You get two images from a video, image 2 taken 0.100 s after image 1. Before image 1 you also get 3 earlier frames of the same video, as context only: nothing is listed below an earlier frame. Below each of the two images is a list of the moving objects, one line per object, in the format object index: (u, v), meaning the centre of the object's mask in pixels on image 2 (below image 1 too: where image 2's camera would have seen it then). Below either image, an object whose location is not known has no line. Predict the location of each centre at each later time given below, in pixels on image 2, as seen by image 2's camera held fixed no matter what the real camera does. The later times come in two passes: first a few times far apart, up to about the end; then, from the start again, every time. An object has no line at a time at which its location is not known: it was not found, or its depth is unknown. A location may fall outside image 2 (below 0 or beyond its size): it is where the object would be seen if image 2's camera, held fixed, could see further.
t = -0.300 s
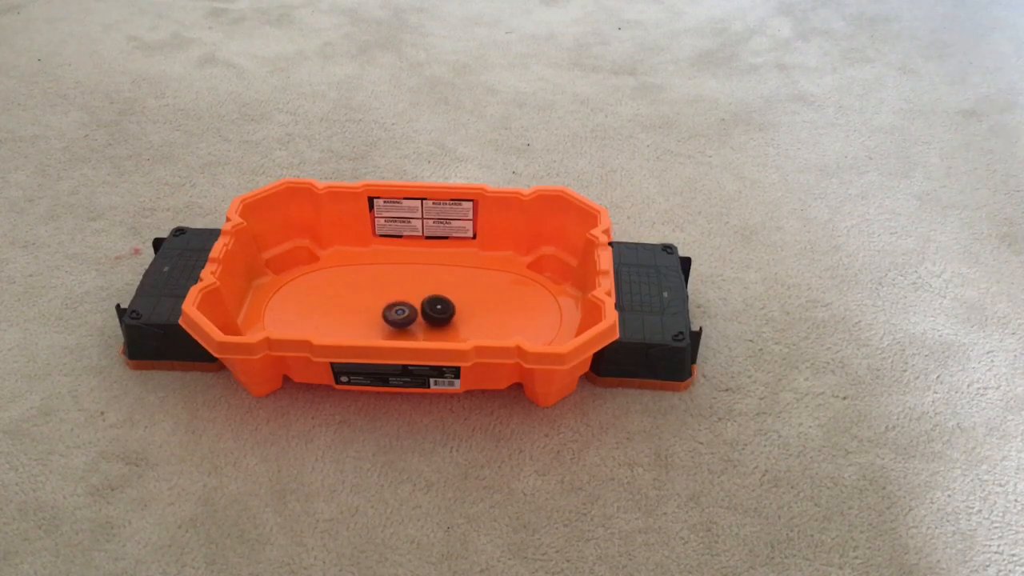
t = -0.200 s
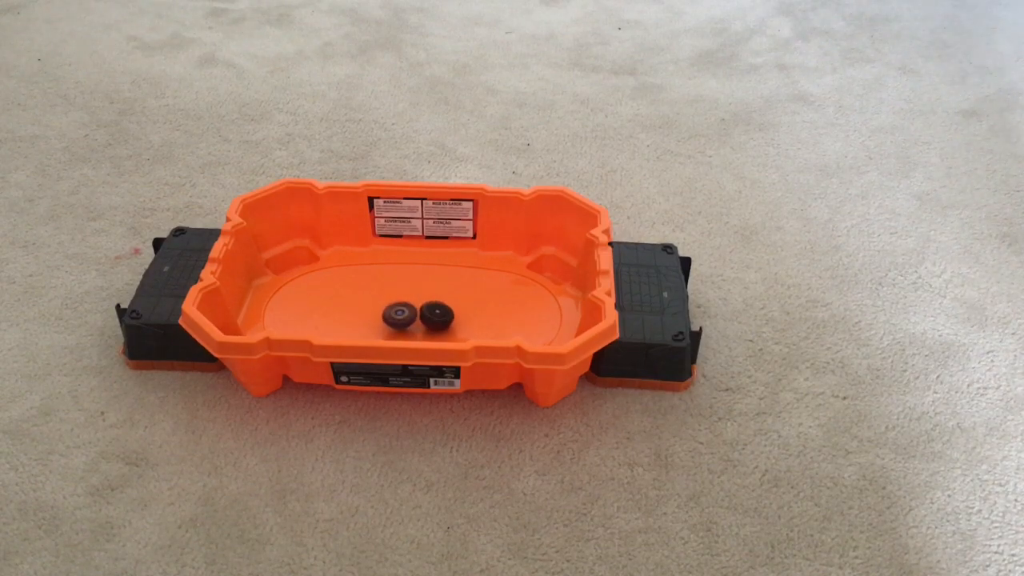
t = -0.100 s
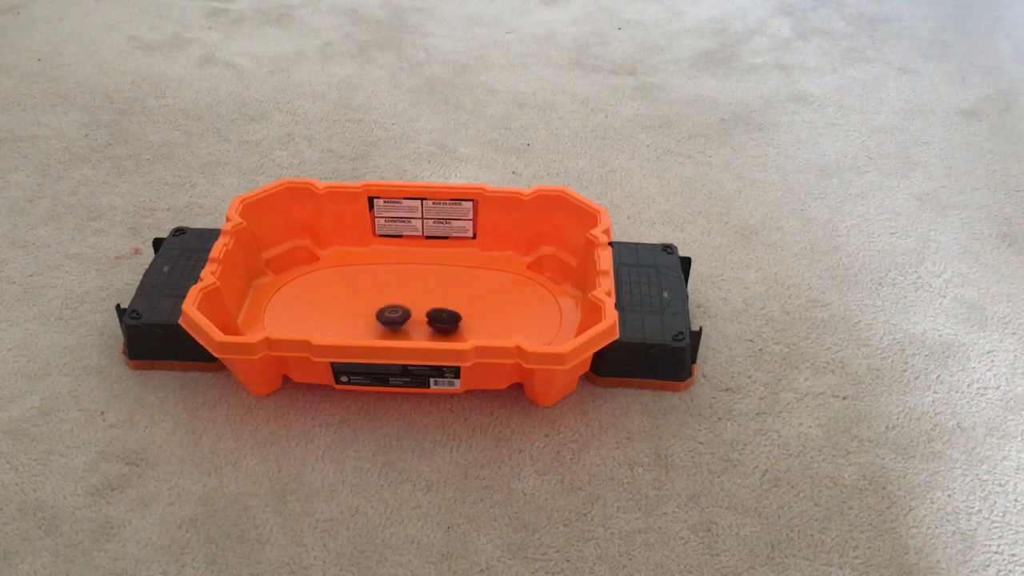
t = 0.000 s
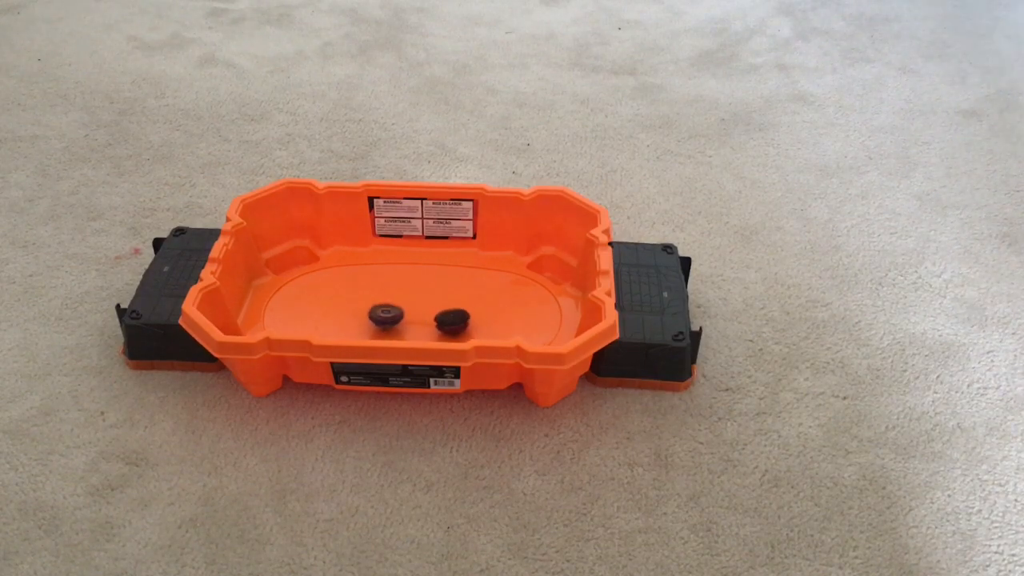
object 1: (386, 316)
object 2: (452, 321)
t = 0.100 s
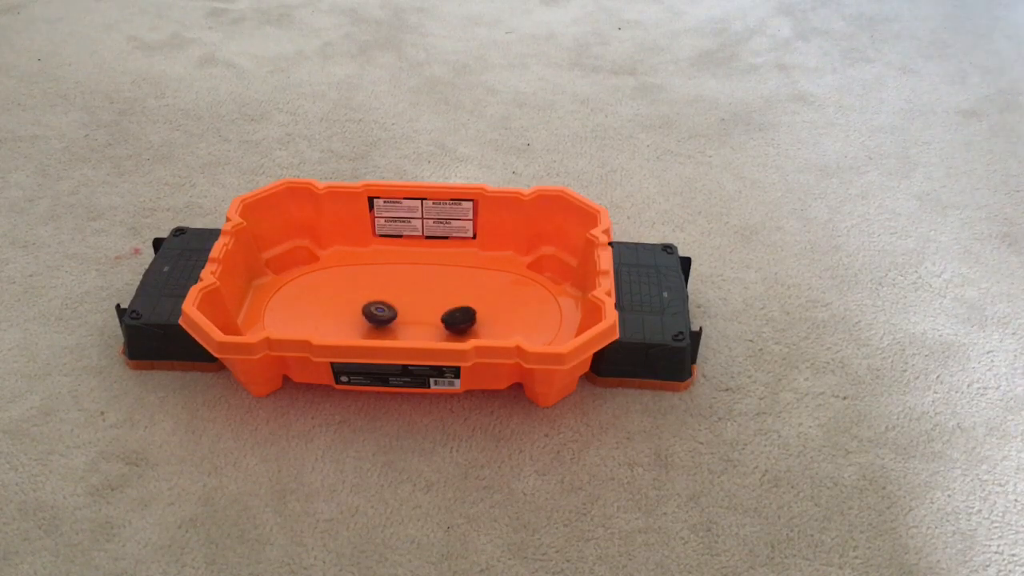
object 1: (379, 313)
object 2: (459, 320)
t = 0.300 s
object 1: (371, 307)
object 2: (461, 313)
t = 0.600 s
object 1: (384, 312)
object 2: (439, 316)
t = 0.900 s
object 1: (393, 322)
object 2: (428, 330)
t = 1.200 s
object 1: (394, 331)
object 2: (438, 333)
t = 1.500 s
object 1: (395, 328)
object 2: (438, 323)
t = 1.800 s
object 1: (388, 316)
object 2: (424, 313)
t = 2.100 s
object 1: (383, 309)
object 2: (431, 309)
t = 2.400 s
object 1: (394, 316)
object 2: (430, 312)
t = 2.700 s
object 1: (385, 325)
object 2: (433, 311)
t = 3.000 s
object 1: (386, 326)
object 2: (430, 313)
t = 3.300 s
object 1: (398, 324)
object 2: (433, 314)
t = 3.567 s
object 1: (404, 328)
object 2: (432, 311)
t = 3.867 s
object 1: (401, 330)
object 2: (428, 309)
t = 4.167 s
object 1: (402, 326)
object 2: (422, 301)
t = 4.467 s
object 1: (401, 328)
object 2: (411, 308)
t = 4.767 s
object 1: (431, 329)
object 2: (411, 308)
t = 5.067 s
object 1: (436, 318)
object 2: (407, 314)
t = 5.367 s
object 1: (435, 314)
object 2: (403, 319)
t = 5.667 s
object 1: (434, 314)
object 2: (404, 318)
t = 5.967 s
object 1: (434, 314)
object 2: (405, 318)
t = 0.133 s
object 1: (377, 312)
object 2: (461, 319)
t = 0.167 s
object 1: (375, 310)
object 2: (462, 317)
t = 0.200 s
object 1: (373, 309)
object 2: (463, 316)
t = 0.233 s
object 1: (372, 308)
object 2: (463, 315)
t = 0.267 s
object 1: (371, 307)
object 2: (462, 314)
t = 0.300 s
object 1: (371, 307)
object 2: (461, 313)
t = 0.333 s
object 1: (370, 306)
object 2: (460, 312)
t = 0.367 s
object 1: (371, 306)
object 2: (458, 311)
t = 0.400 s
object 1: (372, 306)
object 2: (456, 311)
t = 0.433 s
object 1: (372, 306)
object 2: (454, 311)
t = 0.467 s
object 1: (374, 310)
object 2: (451, 312)
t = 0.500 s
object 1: (376, 310)
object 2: (448, 312)
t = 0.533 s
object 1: (377, 311)
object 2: (445, 313)
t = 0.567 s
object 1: (380, 311)
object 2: (442, 314)
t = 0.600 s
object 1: (384, 312)
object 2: (439, 316)
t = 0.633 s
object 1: (385, 313)
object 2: (437, 317)
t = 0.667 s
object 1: (387, 314)
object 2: (434, 318)
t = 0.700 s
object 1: (388, 314)
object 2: (432, 320)
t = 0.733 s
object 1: (389, 315)
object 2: (430, 322)
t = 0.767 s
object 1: (391, 315)
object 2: (429, 324)
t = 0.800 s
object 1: (392, 316)
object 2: (427, 326)
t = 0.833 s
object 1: (393, 318)
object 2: (427, 327)
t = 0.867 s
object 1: (393, 320)
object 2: (427, 329)
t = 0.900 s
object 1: (393, 322)
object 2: (428, 330)
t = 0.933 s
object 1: (393, 324)
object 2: (428, 331)
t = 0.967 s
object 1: (393, 325)
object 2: (429, 332)
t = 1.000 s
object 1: (392, 327)
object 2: (430, 333)
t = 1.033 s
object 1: (392, 328)
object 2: (431, 333)
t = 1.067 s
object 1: (393, 328)
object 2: (432, 333)
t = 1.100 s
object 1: (392, 330)
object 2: (434, 333)
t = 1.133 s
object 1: (393, 330)
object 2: (435, 334)
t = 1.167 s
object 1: (394, 331)
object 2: (437, 333)
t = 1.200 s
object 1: (394, 331)
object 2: (438, 333)
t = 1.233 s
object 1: (395, 331)
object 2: (439, 332)
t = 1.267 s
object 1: (396, 331)
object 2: (439, 331)
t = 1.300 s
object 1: (398, 331)
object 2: (439, 330)
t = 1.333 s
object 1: (399, 330)
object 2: (438, 329)
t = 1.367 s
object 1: (400, 330)
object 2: (438, 328)
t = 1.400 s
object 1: (399, 329)
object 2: (439, 327)
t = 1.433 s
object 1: (397, 329)
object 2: (440, 326)
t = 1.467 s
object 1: (395, 329)
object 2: (440, 324)
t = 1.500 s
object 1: (395, 328)
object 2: (438, 323)
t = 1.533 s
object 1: (394, 327)
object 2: (437, 321)
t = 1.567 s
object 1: (393, 325)
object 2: (435, 319)
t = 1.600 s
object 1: (394, 324)
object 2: (433, 318)
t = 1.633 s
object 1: (394, 324)
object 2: (431, 317)
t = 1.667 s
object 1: (391, 323)
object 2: (431, 315)
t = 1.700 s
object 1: (390, 322)
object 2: (429, 314)
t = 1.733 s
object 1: (389, 318)
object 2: (427, 313)
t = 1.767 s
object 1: (389, 317)
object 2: (424, 313)
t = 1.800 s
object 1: (388, 316)
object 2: (424, 313)
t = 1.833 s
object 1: (384, 316)
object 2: (428, 311)
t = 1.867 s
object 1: (381, 315)
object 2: (430, 310)
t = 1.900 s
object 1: (380, 312)
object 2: (430, 310)
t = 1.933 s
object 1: (380, 311)
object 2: (429, 310)
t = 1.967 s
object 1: (380, 310)
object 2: (430, 310)
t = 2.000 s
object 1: (381, 309)
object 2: (431, 310)
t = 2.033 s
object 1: (381, 308)
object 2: (432, 309)
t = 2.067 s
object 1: (383, 311)
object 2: (432, 309)
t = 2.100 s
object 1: (383, 309)
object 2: (431, 309)
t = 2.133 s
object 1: (383, 311)
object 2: (431, 310)
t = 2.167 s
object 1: (385, 312)
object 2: (432, 310)
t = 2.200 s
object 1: (388, 313)
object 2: (432, 310)
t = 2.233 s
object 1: (389, 313)
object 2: (431, 311)
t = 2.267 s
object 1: (391, 313)
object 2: (431, 311)
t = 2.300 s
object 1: (392, 314)
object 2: (431, 311)
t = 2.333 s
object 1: (392, 313)
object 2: (431, 312)
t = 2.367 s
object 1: (393, 315)
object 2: (431, 312)
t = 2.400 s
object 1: (394, 316)
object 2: (430, 312)
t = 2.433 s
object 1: (394, 316)
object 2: (432, 312)
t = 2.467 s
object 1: (393, 317)
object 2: (432, 312)
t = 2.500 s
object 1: (392, 318)
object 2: (432, 313)
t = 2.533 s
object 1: (391, 320)
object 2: (432, 312)
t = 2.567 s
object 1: (389, 322)
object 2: (433, 312)
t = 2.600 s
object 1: (388, 323)
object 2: (433, 312)
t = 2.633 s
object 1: (386, 324)
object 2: (433, 311)
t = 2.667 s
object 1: (385, 325)
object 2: (433, 311)
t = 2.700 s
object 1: (385, 325)
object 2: (433, 311)
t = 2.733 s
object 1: (384, 326)
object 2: (433, 311)
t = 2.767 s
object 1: (383, 326)
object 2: (433, 311)
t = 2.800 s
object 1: (383, 326)
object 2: (433, 311)
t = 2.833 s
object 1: (383, 326)
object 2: (432, 311)
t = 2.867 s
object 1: (383, 327)
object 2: (432, 312)
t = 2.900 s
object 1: (382, 326)
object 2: (432, 312)
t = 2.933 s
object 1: (384, 326)
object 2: (431, 312)
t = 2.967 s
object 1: (385, 326)
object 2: (431, 312)
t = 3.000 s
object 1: (386, 326)
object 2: (430, 313)
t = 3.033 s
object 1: (387, 325)
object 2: (430, 313)
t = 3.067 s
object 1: (389, 325)
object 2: (430, 314)
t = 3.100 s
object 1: (392, 324)
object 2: (430, 314)
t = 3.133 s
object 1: (393, 324)
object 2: (430, 314)
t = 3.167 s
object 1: (393, 324)
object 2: (430, 314)
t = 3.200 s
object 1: (394, 324)
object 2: (430, 314)
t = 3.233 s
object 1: (395, 323)
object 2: (431, 314)
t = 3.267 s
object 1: (397, 322)
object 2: (432, 314)
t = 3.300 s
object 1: (398, 324)
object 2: (433, 314)
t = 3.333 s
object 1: (400, 324)
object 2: (433, 313)
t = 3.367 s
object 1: (401, 324)
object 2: (433, 313)
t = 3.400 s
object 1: (401, 325)
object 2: (433, 312)
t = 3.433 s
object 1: (402, 326)
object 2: (433, 312)
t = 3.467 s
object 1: (403, 326)
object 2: (433, 312)
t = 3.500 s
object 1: (403, 327)
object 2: (433, 311)
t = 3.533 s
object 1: (404, 327)
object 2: (433, 311)
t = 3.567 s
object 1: (404, 328)
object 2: (432, 311)
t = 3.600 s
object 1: (404, 328)
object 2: (431, 311)
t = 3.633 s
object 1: (406, 328)
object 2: (431, 311)
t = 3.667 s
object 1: (406, 328)
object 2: (431, 311)
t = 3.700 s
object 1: (407, 329)
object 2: (430, 311)
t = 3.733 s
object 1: (407, 328)
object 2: (430, 311)
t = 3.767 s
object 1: (406, 329)
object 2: (428, 311)
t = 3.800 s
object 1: (405, 329)
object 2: (428, 310)
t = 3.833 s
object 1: (403, 330)
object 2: (428, 309)
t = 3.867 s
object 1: (401, 330)
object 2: (428, 309)
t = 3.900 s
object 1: (400, 331)
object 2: (427, 308)
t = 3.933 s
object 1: (401, 331)
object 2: (428, 307)
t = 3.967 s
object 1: (402, 330)
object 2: (428, 306)
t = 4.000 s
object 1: (404, 328)
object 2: (427, 306)
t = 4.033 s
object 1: (404, 327)
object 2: (426, 305)
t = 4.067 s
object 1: (405, 326)
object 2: (425, 306)
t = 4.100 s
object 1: (404, 326)
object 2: (426, 303)
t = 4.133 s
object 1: (403, 326)
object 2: (424, 301)
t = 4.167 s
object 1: (402, 326)
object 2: (422, 301)
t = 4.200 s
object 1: (400, 326)
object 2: (419, 301)
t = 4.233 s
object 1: (399, 326)
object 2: (418, 301)
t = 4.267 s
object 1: (399, 326)
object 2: (417, 301)
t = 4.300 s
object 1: (399, 326)
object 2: (416, 301)
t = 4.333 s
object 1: (399, 326)
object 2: (415, 302)
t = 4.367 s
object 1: (399, 327)
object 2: (414, 303)
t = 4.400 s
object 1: (399, 327)
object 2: (412, 305)
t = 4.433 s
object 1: (401, 327)
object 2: (412, 306)
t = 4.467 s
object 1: (401, 328)
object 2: (411, 308)
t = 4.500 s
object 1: (404, 329)
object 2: (412, 309)
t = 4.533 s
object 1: (407, 329)
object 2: (412, 309)
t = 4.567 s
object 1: (410, 329)
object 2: (411, 309)
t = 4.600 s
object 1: (414, 327)
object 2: (411, 309)
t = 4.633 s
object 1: (418, 330)
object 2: (411, 308)
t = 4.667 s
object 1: (423, 330)
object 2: (410, 308)
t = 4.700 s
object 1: (427, 329)
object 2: (409, 308)
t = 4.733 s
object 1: (429, 329)
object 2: (410, 309)
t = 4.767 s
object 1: (431, 329)
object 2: (411, 308)
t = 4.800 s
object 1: (432, 328)
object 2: (412, 308)
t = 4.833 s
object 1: (432, 326)
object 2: (412, 308)
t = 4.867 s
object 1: (432, 324)
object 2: (411, 308)
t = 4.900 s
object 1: (432, 323)
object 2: (410, 308)
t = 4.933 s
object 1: (434, 322)
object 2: (410, 310)
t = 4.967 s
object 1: (434, 321)
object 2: (408, 311)
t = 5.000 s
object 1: (435, 321)
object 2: (407, 312)
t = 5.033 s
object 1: (436, 319)
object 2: (407, 313)
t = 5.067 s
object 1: (436, 318)
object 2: (407, 314)
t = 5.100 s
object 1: (436, 317)
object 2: (407, 314)
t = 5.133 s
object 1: (436, 317)
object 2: (407, 315)
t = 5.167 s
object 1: (435, 316)
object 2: (406, 315)
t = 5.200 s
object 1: (435, 315)
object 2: (406, 317)
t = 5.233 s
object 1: (435, 315)
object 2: (405, 318)
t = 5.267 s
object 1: (435, 315)
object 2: (405, 318)
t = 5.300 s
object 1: (435, 314)
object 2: (404, 318)
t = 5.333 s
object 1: (435, 314)
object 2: (403, 319)
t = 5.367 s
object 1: (435, 314)
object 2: (403, 319)
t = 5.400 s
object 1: (434, 314)
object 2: (403, 319)
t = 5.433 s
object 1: (434, 314)
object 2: (404, 319)
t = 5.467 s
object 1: (434, 313)
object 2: (404, 318)
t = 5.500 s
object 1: (434, 313)
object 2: (404, 318)
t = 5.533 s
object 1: (434, 314)
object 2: (404, 318)
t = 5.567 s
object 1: (434, 314)
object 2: (404, 318)
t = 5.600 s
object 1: (434, 313)
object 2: (404, 318)
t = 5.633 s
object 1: (434, 313)
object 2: (404, 318)
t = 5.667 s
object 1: (434, 314)
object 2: (404, 318)
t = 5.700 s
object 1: (434, 314)
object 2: (404, 318)
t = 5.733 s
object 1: (434, 314)
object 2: (404, 318)
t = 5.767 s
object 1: (434, 314)
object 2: (404, 318)
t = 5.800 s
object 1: (434, 314)
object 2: (404, 318)
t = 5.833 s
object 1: (434, 314)
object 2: (405, 318)
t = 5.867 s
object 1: (434, 314)
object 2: (405, 318)
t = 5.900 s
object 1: (434, 314)
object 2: (404, 318)
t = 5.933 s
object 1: (434, 314)
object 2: (404, 318)
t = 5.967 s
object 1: (434, 314)
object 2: (405, 318)
